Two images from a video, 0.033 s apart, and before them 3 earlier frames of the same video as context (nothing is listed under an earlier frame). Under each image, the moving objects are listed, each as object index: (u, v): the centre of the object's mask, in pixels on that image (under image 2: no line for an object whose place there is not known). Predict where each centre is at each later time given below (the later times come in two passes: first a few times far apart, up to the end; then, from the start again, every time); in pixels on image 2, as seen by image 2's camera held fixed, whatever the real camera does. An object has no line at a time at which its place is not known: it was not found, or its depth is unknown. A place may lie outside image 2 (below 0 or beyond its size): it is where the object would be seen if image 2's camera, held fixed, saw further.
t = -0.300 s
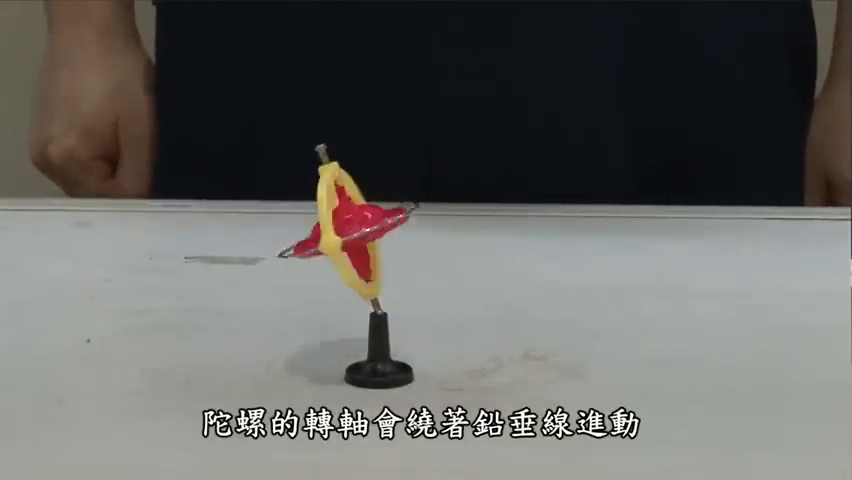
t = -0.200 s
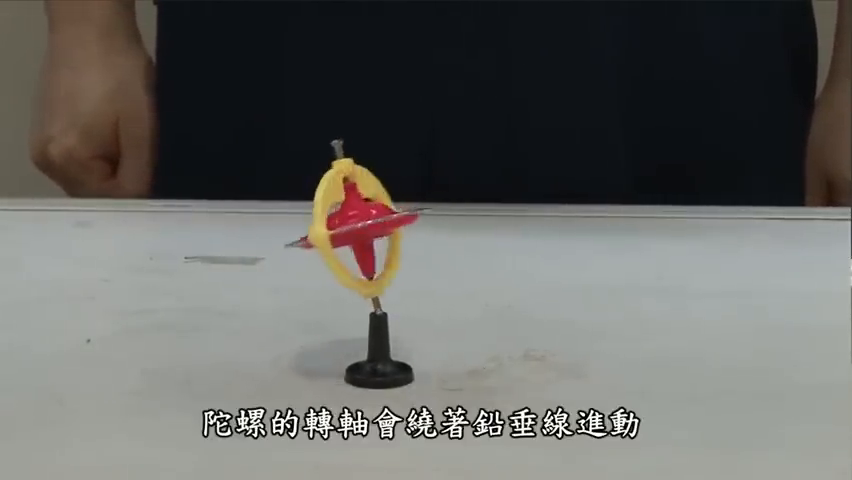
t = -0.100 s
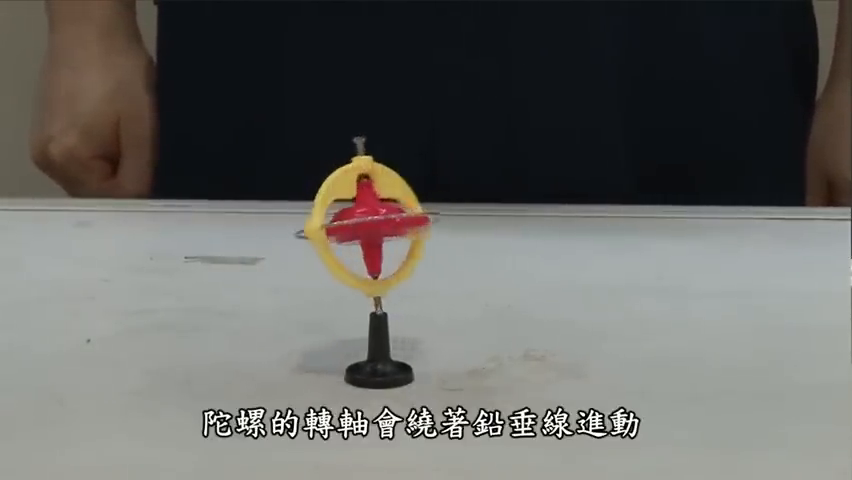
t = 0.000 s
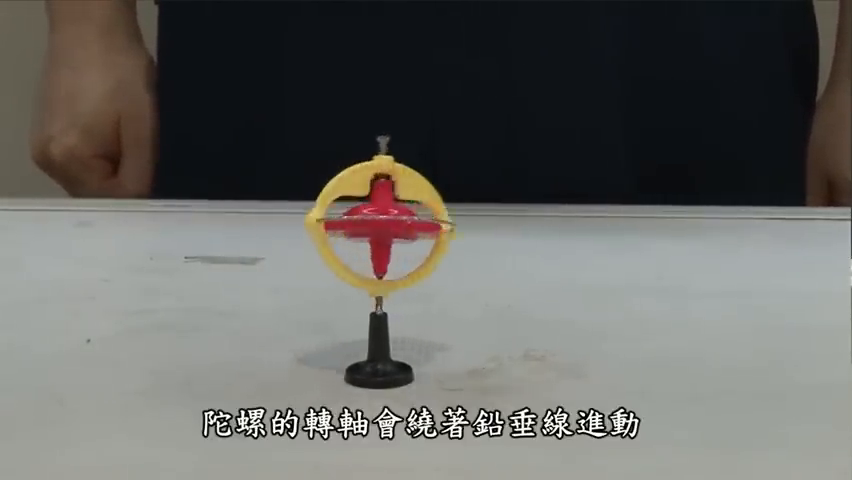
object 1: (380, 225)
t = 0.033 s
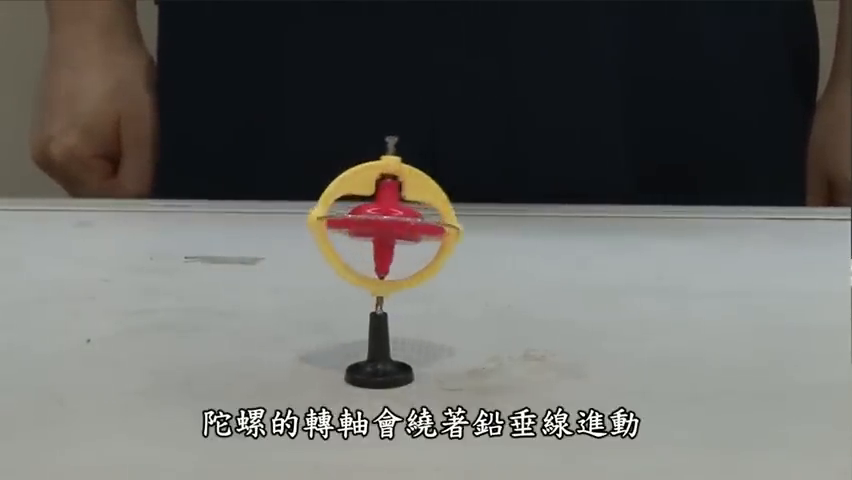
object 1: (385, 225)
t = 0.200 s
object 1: (403, 228)
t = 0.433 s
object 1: (410, 236)
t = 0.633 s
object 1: (393, 242)
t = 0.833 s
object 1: (365, 242)
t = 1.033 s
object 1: (346, 237)
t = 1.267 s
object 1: (350, 226)
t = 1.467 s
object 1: (373, 225)
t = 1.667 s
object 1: (400, 227)
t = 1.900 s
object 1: (412, 235)
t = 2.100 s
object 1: (398, 242)
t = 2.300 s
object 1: (369, 244)
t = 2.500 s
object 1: (344, 239)
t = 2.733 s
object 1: (346, 229)
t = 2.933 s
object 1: (370, 225)
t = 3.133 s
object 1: (401, 228)
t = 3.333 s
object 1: (414, 235)
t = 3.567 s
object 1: (398, 245)
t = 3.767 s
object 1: (365, 245)
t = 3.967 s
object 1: (341, 240)
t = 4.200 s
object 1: (346, 228)
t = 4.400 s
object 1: (377, 225)
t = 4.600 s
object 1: (408, 230)
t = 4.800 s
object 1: (418, 239)
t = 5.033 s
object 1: (390, 248)
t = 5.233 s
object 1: (353, 245)
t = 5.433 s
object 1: (335, 238)
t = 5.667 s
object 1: (354, 228)
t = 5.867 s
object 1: (392, 227)
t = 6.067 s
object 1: (418, 234)
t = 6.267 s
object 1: (412, 245)
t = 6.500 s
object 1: (371, 250)
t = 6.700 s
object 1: (337, 244)
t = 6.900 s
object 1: (338, 231)
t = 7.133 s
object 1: (378, 227)
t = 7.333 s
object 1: (414, 232)
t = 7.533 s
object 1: (421, 244)
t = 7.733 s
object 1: (392, 253)
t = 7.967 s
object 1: (342, 248)
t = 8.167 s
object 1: (332, 235)
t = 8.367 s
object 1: (359, 228)
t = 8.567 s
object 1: (404, 230)
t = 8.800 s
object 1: (425, 243)
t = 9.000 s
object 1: (399, 255)
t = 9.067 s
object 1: (382, 256)
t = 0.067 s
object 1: (389, 225)
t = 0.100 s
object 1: (393, 226)
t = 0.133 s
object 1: (397, 227)
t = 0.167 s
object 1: (400, 227)
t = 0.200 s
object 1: (403, 228)
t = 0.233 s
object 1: (405, 229)
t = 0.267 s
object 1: (407, 230)
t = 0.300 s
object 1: (409, 231)
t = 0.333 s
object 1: (410, 233)
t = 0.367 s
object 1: (411, 234)
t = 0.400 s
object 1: (411, 235)
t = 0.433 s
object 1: (410, 236)
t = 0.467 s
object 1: (409, 238)
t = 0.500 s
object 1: (406, 239)
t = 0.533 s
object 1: (403, 239)
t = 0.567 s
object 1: (401, 240)
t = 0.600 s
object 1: (397, 241)
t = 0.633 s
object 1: (393, 242)
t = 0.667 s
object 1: (389, 242)
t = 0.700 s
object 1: (385, 243)
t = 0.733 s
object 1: (380, 243)
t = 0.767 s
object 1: (375, 243)
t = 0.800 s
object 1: (371, 242)
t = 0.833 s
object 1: (365, 242)
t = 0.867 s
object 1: (360, 242)
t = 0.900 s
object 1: (356, 241)
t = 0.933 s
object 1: (353, 240)
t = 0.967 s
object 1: (350, 239)
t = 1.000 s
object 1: (348, 238)
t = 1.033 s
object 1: (346, 237)
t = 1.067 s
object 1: (343, 237)
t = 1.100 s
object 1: (343, 235)
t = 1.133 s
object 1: (343, 233)
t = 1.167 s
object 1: (344, 232)
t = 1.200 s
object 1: (345, 231)
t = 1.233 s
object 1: (347, 228)
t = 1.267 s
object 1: (350, 226)
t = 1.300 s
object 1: (352, 226)
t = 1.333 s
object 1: (355, 226)
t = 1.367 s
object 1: (359, 226)
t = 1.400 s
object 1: (364, 225)
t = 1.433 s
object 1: (368, 225)
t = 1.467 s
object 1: (373, 225)
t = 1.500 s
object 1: (377, 225)
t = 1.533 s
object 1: (382, 225)
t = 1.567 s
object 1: (387, 225)
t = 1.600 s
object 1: (391, 226)
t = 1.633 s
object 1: (395, 226)
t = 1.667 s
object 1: (400, 227)
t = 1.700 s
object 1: (403, 228)
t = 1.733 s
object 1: (406, 229)
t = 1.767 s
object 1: (408, 230)
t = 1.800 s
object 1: (410, 231)
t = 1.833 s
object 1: (411, 233)
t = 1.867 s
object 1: (412, 234)
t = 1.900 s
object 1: (412, 235)
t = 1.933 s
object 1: (412, 237)
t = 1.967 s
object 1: (412, 238)
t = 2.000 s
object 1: (410, 240)
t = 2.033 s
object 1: (406, 241)
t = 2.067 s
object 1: (402, 242)
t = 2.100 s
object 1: (398, 242)
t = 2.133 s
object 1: (394, 243)
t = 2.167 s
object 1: (389, 244)
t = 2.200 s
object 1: (384, 244)
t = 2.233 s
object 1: (379, 244)
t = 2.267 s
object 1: (375, 244)
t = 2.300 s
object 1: (369, 244)
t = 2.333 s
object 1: (363, 243)
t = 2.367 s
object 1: (359, 242)
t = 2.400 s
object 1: (354, 242)
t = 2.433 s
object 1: (351, 241)
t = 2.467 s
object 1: (347, 240)
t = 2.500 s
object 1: (344, 239)
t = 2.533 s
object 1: (343, 238)
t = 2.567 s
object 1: (341, 237)
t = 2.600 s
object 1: (340, 235)
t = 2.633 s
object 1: (340, 234)
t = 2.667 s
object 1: (342, 232)
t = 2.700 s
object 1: (343, 231)
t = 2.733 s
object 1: (346, 229)
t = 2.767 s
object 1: (349, 227)
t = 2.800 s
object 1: (352, 226)
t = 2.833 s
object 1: (356, 225)
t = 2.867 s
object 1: (361, 225)
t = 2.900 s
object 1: (366, 225)
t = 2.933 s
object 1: (370, 225)
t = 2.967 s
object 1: (376, 225)
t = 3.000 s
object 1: (381, 225)
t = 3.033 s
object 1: (387, 225)
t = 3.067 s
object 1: (392, 226)
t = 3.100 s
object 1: (396, 227)
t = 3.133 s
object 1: (401, 228)
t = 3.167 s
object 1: (405, 229)
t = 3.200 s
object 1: (407, 230)
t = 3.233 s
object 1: (410, 231)
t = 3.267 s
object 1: (412, 232)
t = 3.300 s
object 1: (413, 233)
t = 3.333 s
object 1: (414, 235)
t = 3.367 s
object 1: (414, 236)
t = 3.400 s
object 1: (415, 238)
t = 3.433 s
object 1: (412, 240)
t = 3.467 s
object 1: (410, 241)
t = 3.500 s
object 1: (406, 243)
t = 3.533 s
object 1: (402, 244)
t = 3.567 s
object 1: (398, 245)
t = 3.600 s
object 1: (393, 246)
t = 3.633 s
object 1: (390, 247)
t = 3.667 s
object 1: (380, 246)
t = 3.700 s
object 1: (377, 246)
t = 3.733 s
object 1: (371, 246)
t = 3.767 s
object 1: (365, 245)
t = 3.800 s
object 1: (359, 244)
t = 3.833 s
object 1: (355, 243)
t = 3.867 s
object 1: (350, 243)
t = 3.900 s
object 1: (345, 243)
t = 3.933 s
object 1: (343, 241)
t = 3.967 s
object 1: (341, 240)
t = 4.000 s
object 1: (339, 238)
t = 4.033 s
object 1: (337, 237)
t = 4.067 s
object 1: (338, 235)
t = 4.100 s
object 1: (339, 233)
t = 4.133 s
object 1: (341, 232)
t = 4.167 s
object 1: (343, 229)
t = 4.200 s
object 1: (346, 228)
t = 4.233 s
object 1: (350, 227)
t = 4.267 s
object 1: (354, 226)
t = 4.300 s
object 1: (360, 226)
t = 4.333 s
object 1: (365, 226)
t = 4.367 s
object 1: (371, 226)
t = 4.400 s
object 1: (377, 225)
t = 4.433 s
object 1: (382, 226)
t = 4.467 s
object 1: (389, 226)
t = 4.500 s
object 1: (395, 227)
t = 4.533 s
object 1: (399, 228)
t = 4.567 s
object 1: (403, 229)
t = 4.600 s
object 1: (408, 230)
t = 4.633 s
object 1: (412, 231)
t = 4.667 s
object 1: (414, 232)
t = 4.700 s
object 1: (417, 234)
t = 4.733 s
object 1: (418, 235)
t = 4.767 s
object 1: (418, 237)
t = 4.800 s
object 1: (418, 239)
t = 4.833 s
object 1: (416, 241)
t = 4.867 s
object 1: (414, 242)
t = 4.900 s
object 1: (409, 244)
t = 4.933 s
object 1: (405, 245)
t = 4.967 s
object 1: (401, 246)
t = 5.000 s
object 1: (396, 247)
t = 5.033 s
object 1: (390, 248)
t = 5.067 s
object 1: (386, 249)
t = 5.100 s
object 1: (380, 248)
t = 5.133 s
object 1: (372, 248)
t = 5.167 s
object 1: (365, 247)
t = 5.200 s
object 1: (358, 246)
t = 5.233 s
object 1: (353, 245)
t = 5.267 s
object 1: (349, 245)
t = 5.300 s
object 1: (344, 244)
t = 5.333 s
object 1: (341, 243)
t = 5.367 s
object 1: (338, 241)
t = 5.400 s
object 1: (337, 239)
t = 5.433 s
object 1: (335, 238)
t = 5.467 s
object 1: (336, 236)
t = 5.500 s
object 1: (336, 233)
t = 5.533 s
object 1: (339, 232)
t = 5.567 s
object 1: (342, 230)
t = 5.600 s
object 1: (345, 229)
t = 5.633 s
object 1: (349, 228)
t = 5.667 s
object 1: (354, 228)
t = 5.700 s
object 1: (360, 227)
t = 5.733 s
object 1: (366, 226)
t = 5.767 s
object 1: (373, 226)
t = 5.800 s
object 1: (380, 227)
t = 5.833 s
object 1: (386, 227)
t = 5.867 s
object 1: (392, 227)
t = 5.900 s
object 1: (398, 228)
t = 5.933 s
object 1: (403, 229)
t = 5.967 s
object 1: (408, 230)
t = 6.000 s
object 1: (412, 231)
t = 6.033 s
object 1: (416, 233)
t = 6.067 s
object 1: (418, 234)
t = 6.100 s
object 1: (420, 236)
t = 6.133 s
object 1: (421, 238)
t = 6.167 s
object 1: (421, 240)
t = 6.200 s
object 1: (421, 243)
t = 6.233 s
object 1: (416, 243)
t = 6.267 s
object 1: (412, 245)
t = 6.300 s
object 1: (408, 246)
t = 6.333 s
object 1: (402, 248)
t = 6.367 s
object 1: (397, 249)
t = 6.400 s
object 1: (390, 250)
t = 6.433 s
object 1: (387, 251)
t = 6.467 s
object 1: (377, 250)
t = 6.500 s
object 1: (371, 250)
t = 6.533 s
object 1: (362, 249)
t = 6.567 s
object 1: (356, 248)
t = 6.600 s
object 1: (351, 247)
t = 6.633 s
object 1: (346, 246)
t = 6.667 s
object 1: (341, 245)
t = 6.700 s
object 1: (337, 244)
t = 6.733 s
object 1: (335, 242)
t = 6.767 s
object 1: (333, 240)
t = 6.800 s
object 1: (333, 238)
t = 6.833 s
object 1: (334, 236)
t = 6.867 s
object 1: (336, 234)
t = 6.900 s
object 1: (338, 231)
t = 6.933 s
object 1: (341, 231)
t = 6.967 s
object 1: (346, 229)
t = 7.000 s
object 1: (351, 229)
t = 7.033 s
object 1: (357, 228)
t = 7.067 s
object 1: (363, 228)
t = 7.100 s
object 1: (370, 227)
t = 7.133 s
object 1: (378, 227)
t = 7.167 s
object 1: (386, 227)
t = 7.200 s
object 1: (392, 227)
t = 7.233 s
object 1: (398, 228)
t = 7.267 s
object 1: (404, 229)
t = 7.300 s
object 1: (409, 230)
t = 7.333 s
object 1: (414, 232)
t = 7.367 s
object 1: (417, 234)
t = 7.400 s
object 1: (420, 235)
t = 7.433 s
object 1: (422, 237)
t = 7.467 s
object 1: (423, 240)
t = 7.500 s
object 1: (423, 242)
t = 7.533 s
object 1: (421, 244)
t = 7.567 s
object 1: (417, 245)
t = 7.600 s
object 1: (412, 247)
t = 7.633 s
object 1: (408, 248)
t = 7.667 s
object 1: (402, 249)
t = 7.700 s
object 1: (399, 252)
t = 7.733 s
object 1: (392, 253)
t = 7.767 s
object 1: (382, 252)
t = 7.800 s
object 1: (375, 252)
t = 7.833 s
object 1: (367, 252)
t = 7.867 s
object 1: (358, 251)
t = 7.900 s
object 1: (352, 250)
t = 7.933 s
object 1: (346, 249)
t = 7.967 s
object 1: (342, 248)
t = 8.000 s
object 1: (337, 246)
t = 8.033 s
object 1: (333, 245)
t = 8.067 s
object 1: (331, 242)
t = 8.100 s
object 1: (330, 240)
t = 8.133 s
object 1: (331, 238)
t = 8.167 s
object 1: (332, 235)
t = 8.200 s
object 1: (335, 233)
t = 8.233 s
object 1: (337, 231)
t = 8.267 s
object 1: (341, 231)
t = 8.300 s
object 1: (346, 230)
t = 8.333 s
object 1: (352, 229)
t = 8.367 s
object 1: (359, 228)
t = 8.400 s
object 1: (369, 227)
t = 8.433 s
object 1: (376, 227)
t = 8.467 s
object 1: (384, 227)
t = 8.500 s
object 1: (392, 228)
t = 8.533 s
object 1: (398, 229)
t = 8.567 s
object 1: (404, 230)
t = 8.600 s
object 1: (410, 231)
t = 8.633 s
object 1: (415, 233)
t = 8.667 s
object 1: (419, 234)
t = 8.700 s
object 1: (423, 236)
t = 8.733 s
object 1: (424, 239)
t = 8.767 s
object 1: (426, 241)
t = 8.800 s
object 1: (425, 243)
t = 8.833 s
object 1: (423, 246)
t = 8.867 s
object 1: (419, 248)
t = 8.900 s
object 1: (413, 249)
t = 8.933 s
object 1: (408, 250)
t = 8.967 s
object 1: (402, 252)
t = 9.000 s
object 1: (399, 255)
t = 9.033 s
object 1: (390, 256)
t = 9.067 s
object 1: (382, 256)
